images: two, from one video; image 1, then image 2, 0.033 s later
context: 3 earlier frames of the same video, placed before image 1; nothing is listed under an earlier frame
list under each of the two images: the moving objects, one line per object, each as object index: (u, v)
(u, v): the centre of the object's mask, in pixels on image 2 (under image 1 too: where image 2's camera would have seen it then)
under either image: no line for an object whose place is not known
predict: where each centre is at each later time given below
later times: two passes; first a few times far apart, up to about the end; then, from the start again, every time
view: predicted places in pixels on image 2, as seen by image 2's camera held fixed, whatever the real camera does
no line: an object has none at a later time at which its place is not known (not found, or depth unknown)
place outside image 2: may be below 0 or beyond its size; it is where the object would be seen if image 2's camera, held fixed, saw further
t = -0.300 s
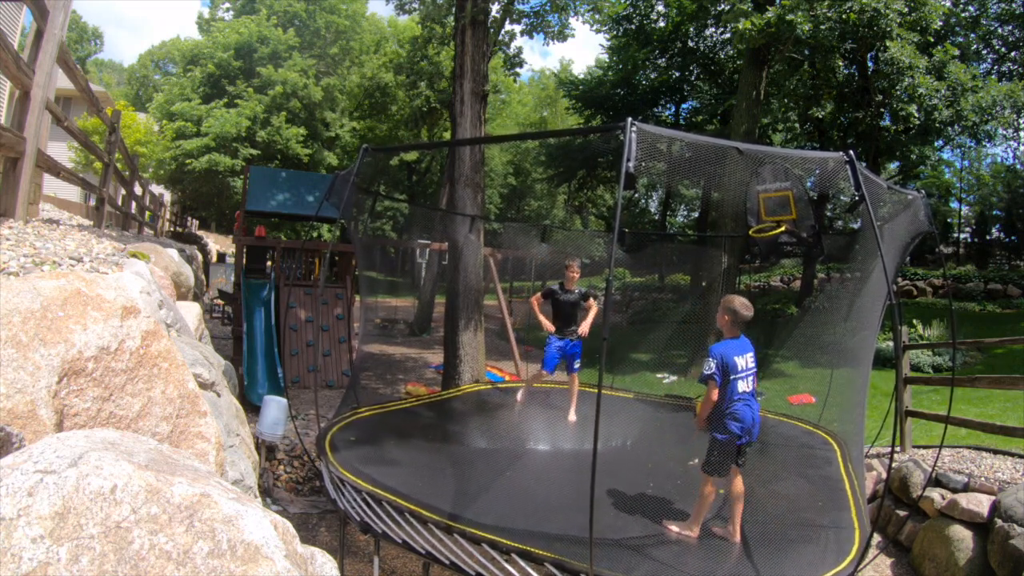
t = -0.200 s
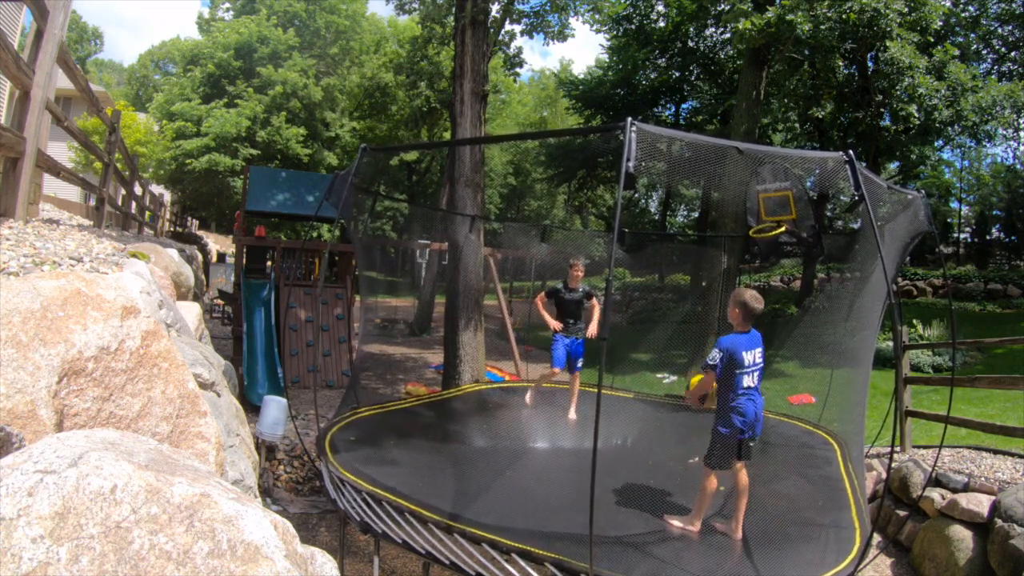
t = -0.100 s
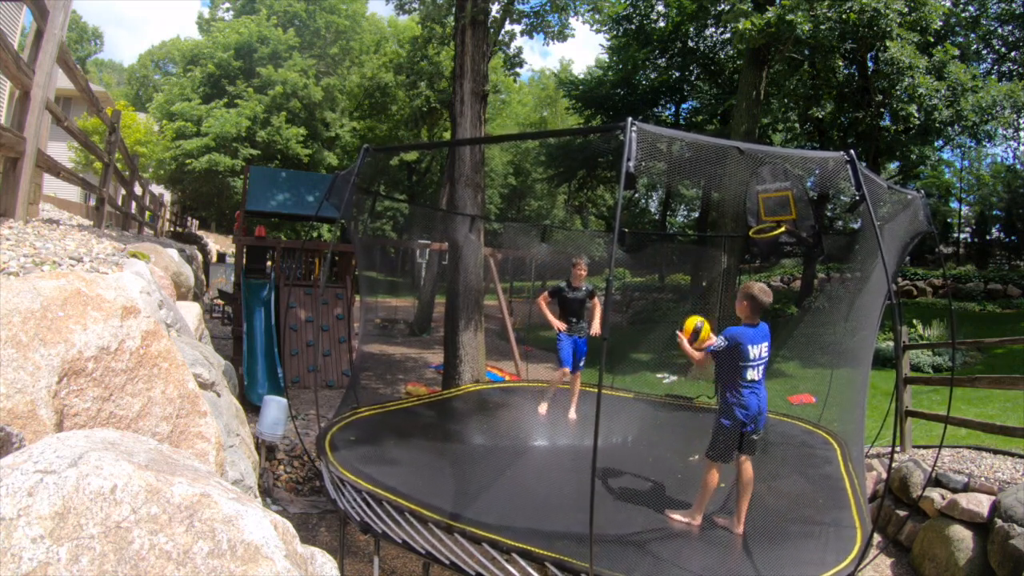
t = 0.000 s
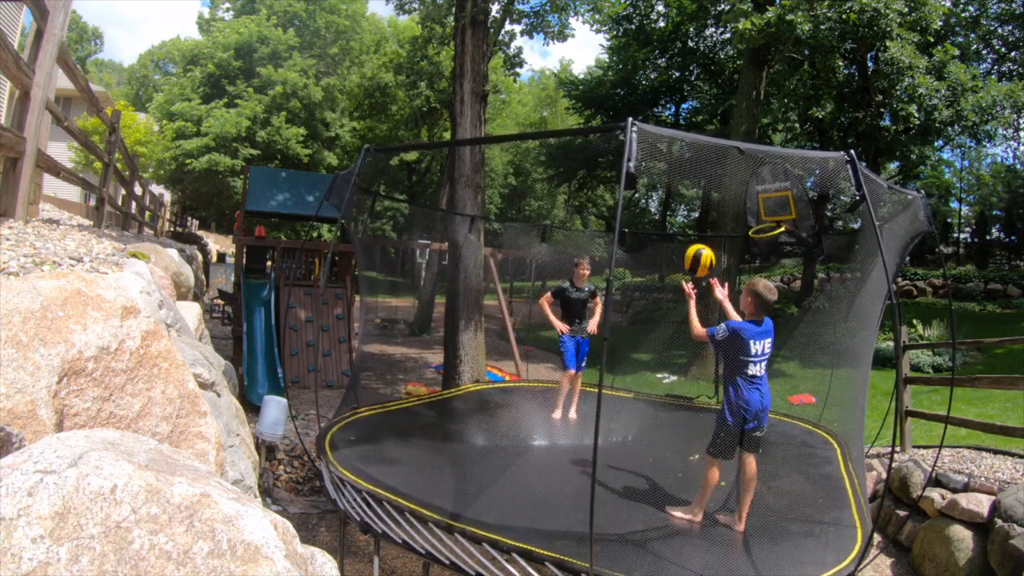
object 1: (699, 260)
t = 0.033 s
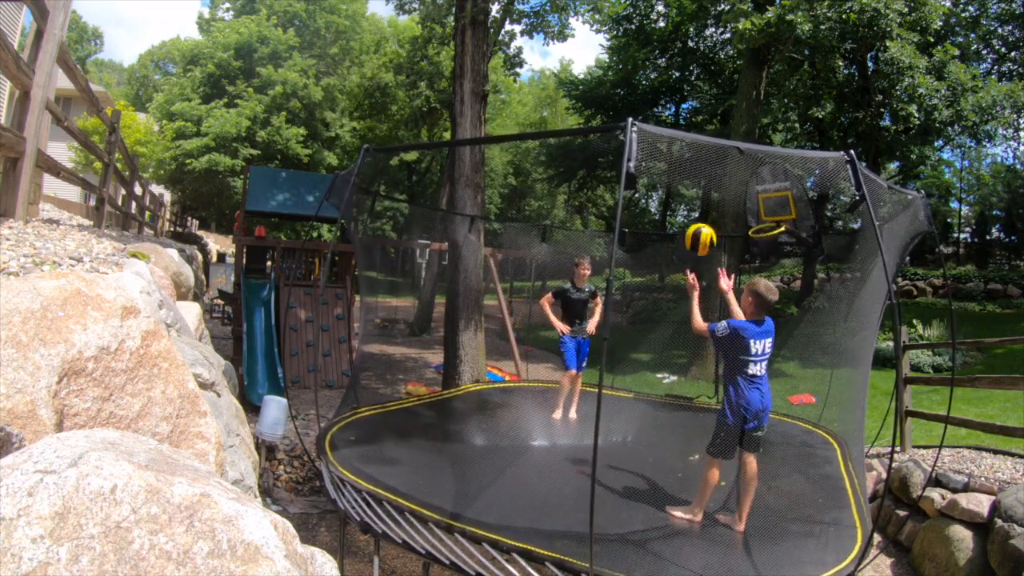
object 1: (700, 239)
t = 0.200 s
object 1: (704, 163)
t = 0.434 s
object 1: (704, 125)
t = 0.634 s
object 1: (699, 158)
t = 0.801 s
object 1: (697, 233)
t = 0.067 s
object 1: (701, 220)
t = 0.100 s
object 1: (702, 203)
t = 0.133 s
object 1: (703, 187)
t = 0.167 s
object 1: (703, 174)
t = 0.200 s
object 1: (704, 163)
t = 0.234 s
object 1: (704, 154)
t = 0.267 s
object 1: (705, 143)
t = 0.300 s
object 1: (706, 134)
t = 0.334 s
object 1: (705, 127)
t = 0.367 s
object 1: (704, 126)
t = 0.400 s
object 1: (704, 125)
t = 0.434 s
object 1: (704, 125)
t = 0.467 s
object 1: (704, 126)
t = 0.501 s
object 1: (703, 127)
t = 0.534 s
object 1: (704, 129)
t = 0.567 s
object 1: (702, 142)
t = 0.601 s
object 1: (700, 151)
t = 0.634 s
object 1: (699, 158)
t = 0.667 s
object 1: (699, 169)
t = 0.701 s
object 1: (700, 184)
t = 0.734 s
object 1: (699, 199)
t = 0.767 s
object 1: (698, 216)
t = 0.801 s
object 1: (697, 233)
